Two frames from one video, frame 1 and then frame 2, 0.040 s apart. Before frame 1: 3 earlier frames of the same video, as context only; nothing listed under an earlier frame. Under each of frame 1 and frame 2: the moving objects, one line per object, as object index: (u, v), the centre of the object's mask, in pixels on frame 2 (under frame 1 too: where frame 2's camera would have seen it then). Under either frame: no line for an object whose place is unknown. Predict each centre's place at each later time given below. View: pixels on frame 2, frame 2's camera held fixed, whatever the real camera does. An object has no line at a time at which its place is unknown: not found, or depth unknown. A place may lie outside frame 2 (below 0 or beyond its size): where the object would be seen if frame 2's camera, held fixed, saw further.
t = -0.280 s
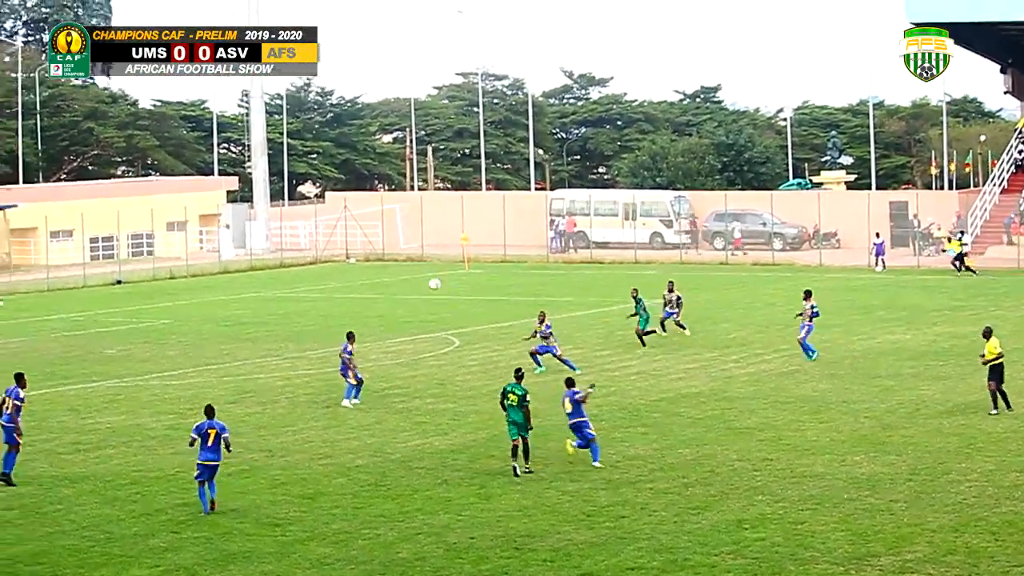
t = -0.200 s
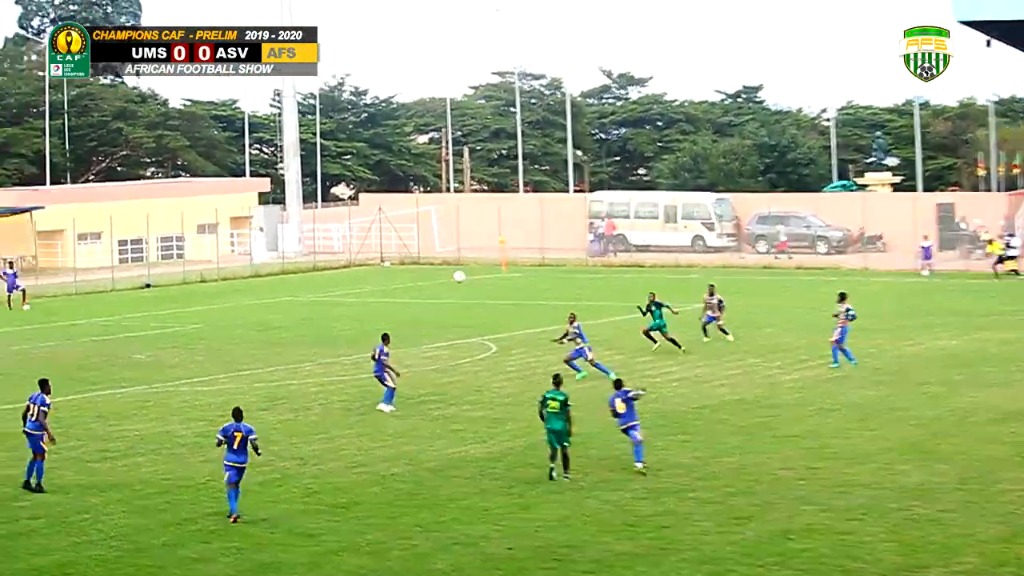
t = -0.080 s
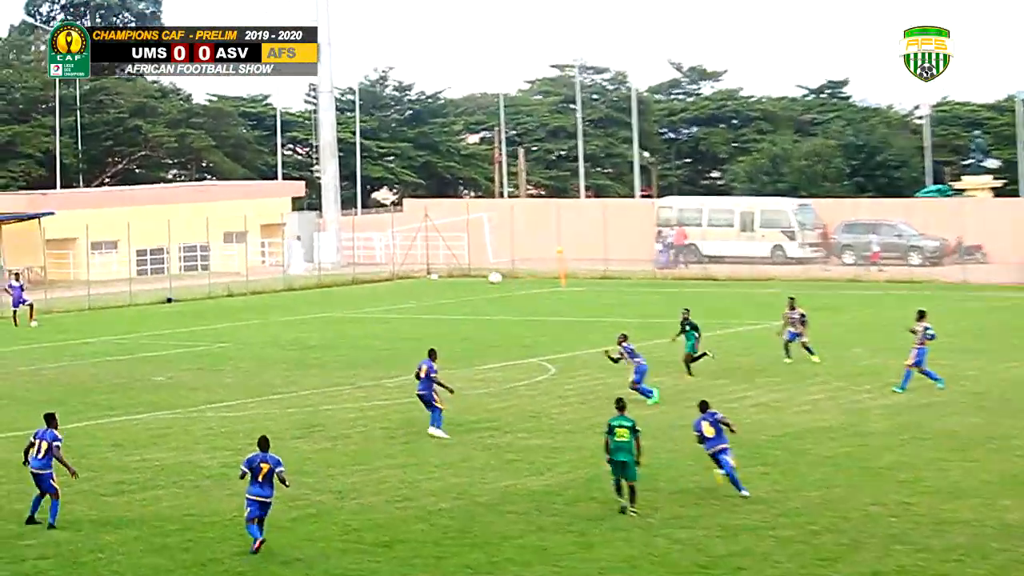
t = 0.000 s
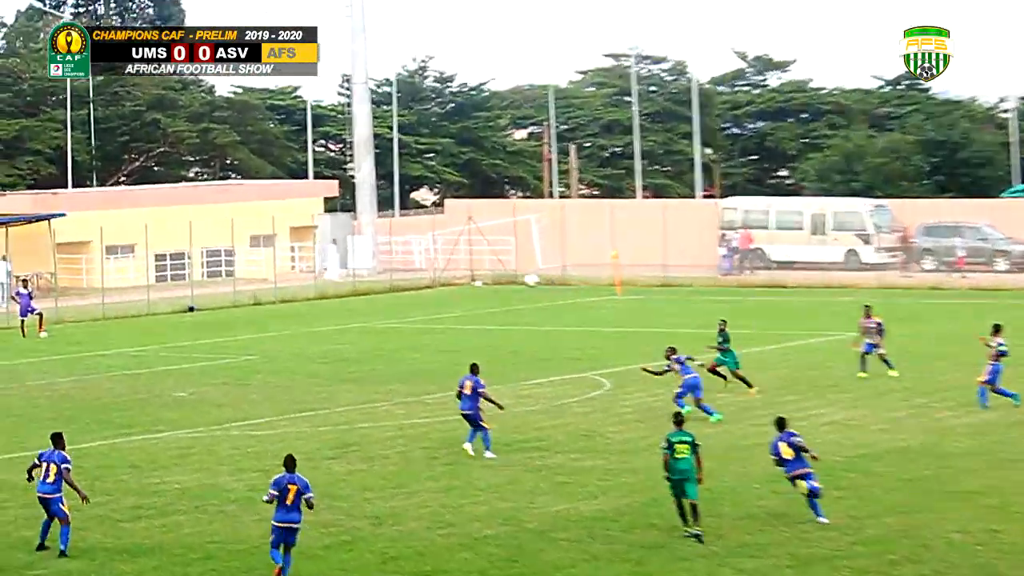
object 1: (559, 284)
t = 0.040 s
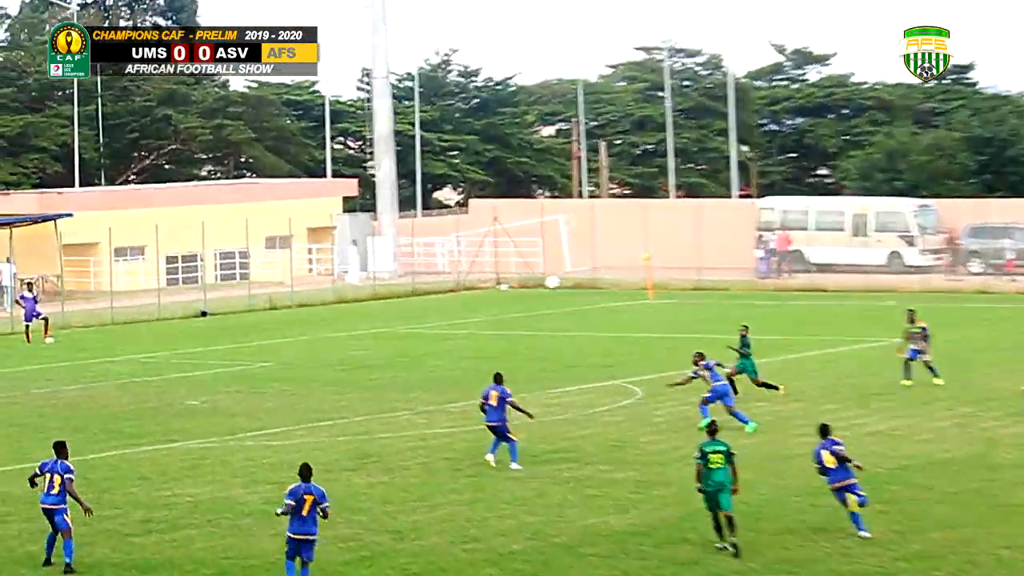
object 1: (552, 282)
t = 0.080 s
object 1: (545, 286)
